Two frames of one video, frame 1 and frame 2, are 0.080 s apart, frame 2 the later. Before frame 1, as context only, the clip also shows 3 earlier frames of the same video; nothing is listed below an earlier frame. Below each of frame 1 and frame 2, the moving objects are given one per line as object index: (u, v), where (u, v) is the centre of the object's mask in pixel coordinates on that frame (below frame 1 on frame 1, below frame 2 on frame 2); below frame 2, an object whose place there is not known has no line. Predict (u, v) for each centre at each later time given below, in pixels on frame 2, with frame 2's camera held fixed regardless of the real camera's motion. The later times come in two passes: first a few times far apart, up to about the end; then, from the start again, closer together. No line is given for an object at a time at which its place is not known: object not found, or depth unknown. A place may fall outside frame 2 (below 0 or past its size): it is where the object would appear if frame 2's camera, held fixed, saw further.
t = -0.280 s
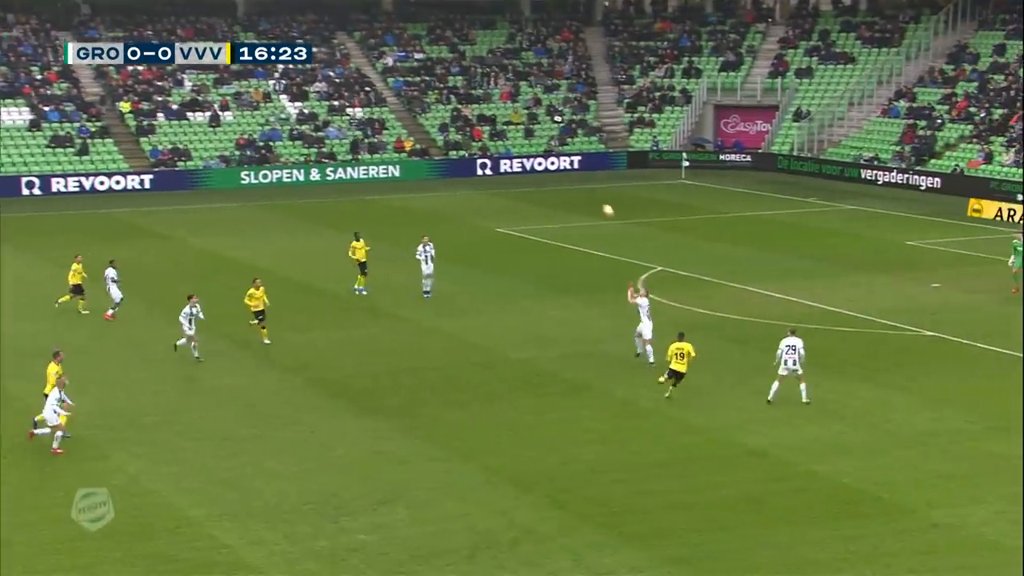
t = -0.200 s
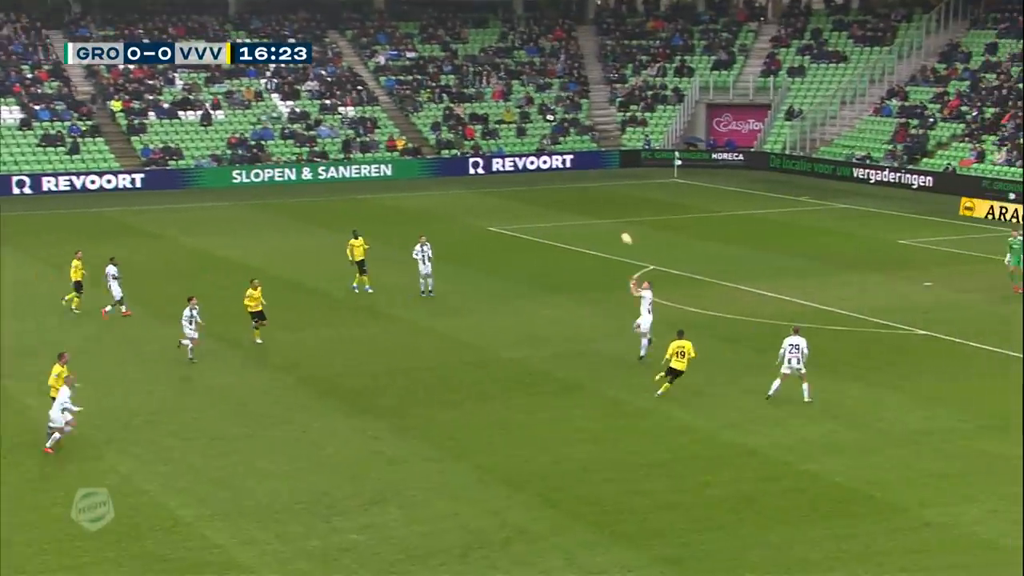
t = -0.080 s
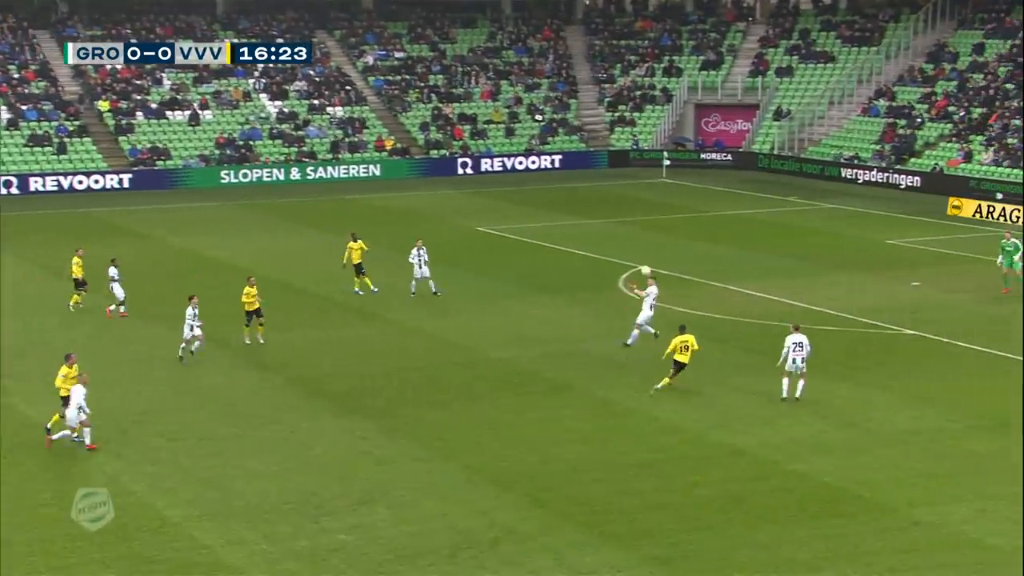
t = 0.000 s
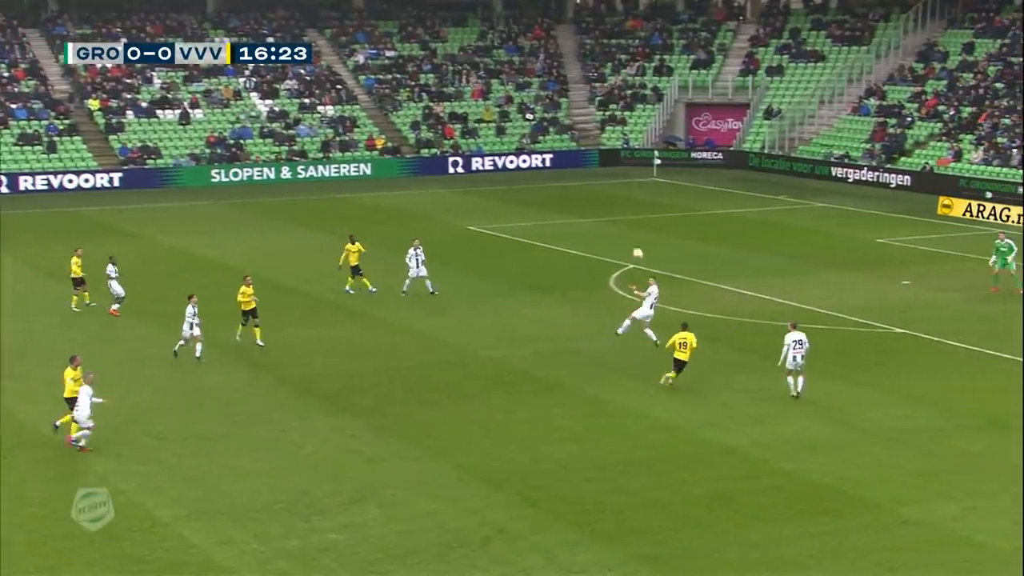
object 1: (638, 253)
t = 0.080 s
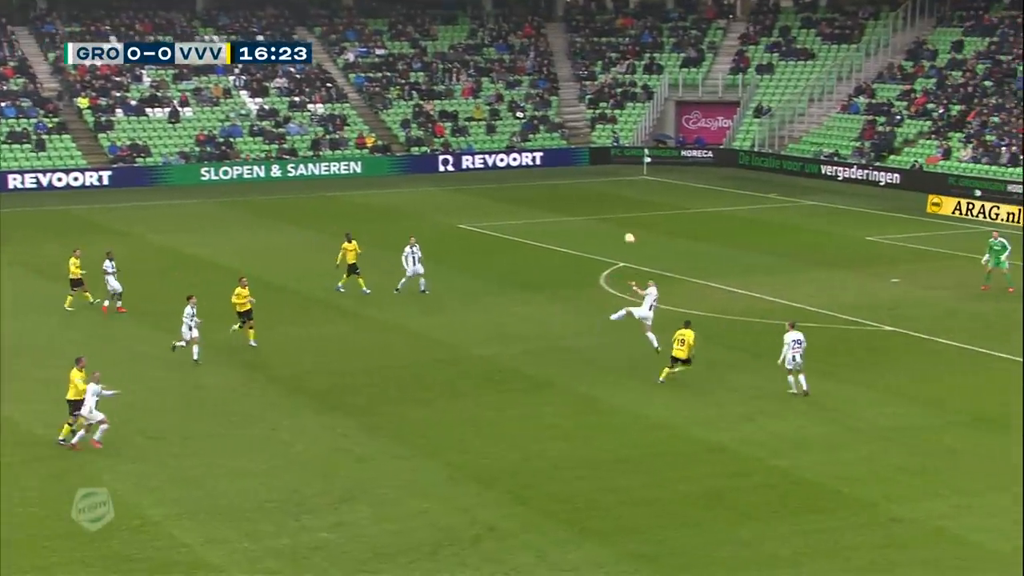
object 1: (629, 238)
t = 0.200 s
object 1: (629, 223)
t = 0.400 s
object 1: (631, 210)
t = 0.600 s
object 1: (633, 214)
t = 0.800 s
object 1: (639, 236)
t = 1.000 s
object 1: (645, 280)
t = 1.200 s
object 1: (653, 343)
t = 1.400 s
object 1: (664, 429)
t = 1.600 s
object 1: (669, 430)
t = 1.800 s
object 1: (671, 394)
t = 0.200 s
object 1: (629, 223)
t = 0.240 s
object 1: (629, 219)
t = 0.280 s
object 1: (630, 215)
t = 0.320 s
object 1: (630, 213)
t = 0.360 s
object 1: (630, 211)
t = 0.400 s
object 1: (631, 210)
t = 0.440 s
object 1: (631, 210)
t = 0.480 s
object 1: (632, 209)
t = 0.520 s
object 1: (633, 210)
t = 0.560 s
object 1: (633, 212)
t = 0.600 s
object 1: (633, 214)
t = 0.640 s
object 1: (634, 217)
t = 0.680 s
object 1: (635, 221)
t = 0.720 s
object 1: (636, 226)
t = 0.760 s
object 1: (638, 231)
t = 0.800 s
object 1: (639, 236)
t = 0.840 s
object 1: (640, 244)
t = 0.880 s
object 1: (642, 252)
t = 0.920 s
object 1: (643, 261)
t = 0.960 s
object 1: (644, 270)
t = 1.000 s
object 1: (645, 280)
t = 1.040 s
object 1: (647, 291)
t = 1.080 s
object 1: (648, 303)
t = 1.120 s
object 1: (650, 316)
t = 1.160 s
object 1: (651, 329)
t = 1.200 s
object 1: (653, 343)
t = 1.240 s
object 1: (656, 359)
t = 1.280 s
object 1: (657, 375)
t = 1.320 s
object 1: (659, 392)
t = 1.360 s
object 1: (662, 410)
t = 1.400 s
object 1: (664, 429)
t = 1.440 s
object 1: (667, 448)
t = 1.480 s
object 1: (669, 461)
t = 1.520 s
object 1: (668, 449)
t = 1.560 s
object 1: (669, 439)
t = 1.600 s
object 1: (669, 430)
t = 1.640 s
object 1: (669, 421)
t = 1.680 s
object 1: (670, 413)
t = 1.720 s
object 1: (670, 406)
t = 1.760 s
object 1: (671, 400)
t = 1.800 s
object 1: (671, 394)
